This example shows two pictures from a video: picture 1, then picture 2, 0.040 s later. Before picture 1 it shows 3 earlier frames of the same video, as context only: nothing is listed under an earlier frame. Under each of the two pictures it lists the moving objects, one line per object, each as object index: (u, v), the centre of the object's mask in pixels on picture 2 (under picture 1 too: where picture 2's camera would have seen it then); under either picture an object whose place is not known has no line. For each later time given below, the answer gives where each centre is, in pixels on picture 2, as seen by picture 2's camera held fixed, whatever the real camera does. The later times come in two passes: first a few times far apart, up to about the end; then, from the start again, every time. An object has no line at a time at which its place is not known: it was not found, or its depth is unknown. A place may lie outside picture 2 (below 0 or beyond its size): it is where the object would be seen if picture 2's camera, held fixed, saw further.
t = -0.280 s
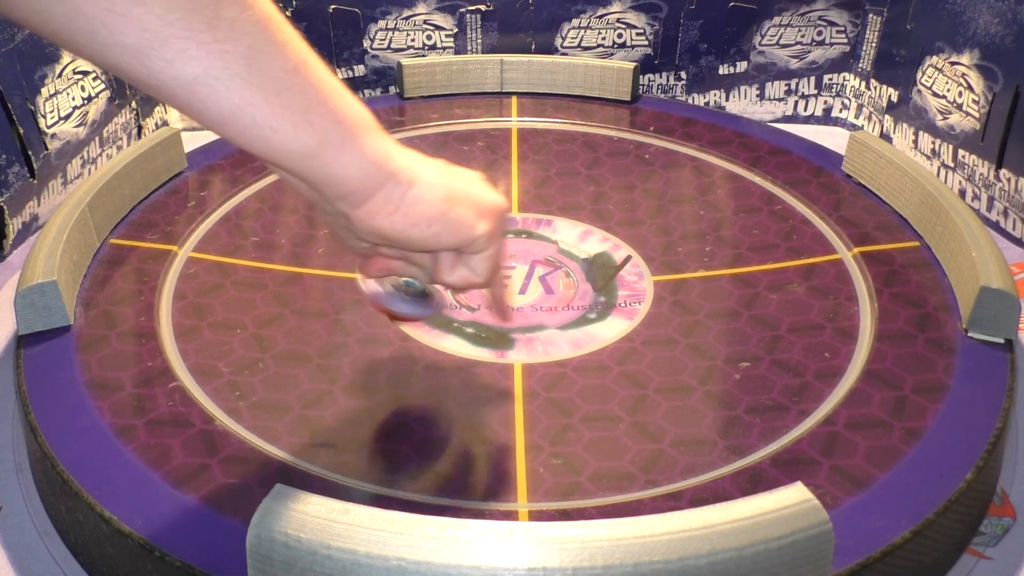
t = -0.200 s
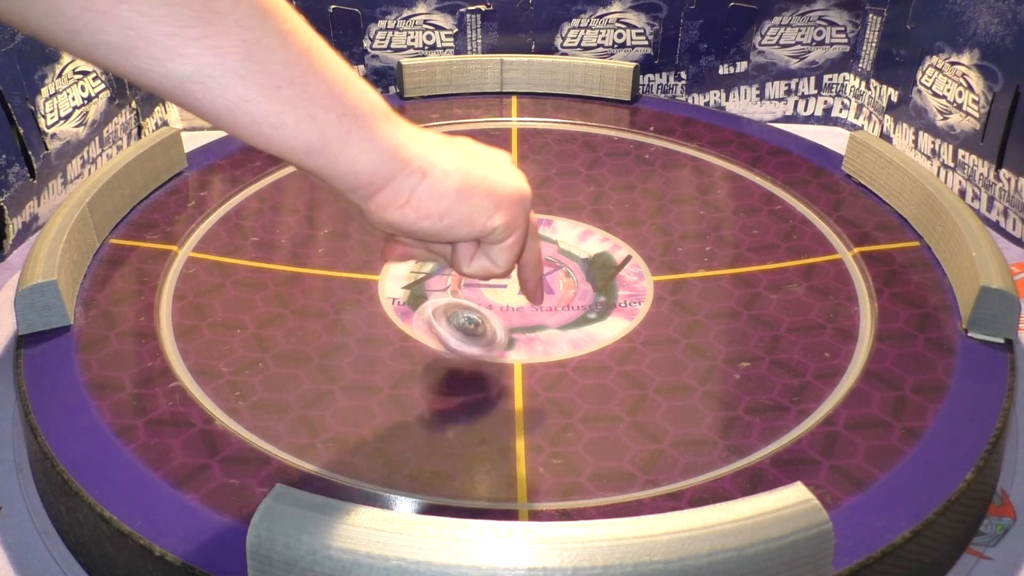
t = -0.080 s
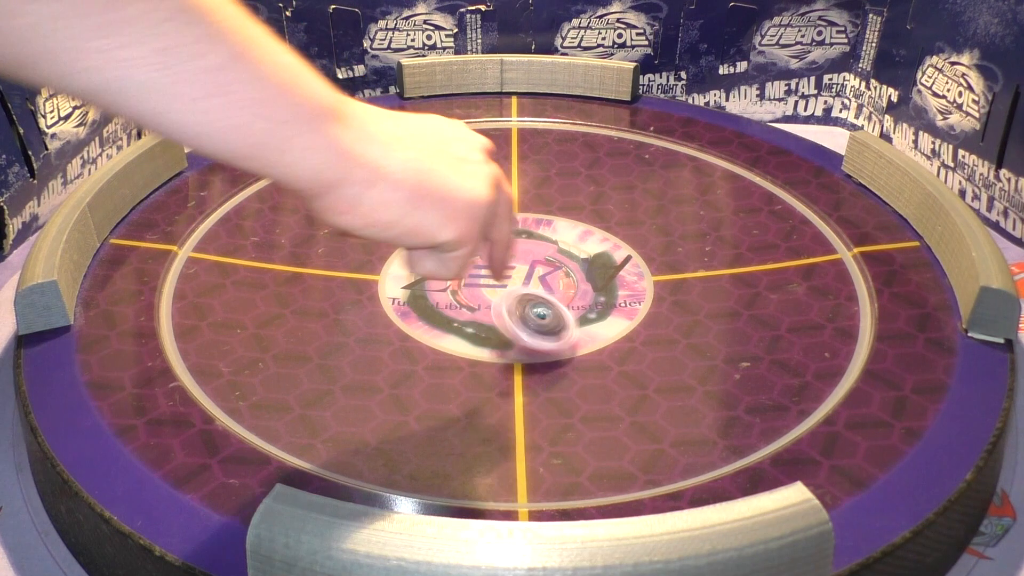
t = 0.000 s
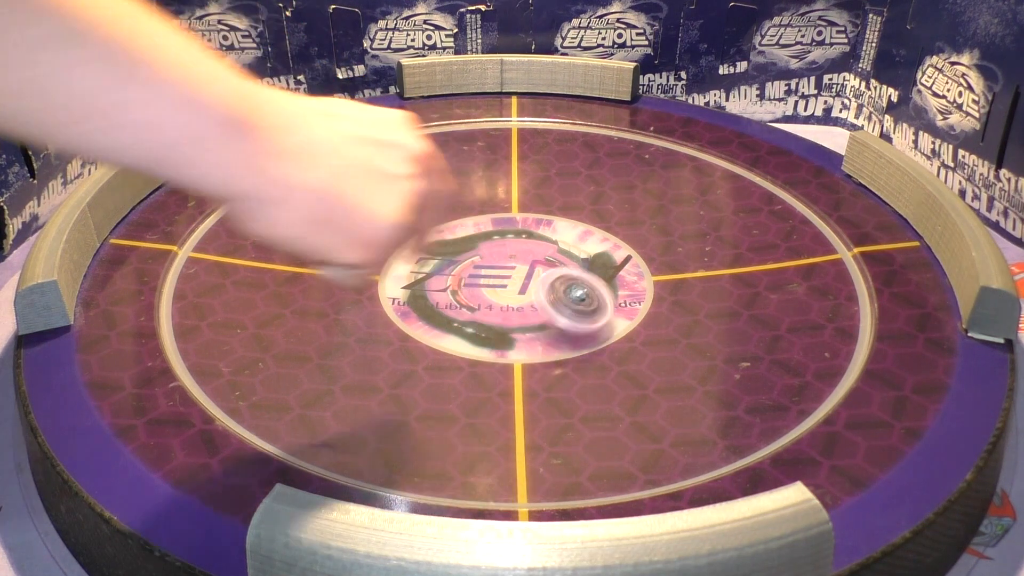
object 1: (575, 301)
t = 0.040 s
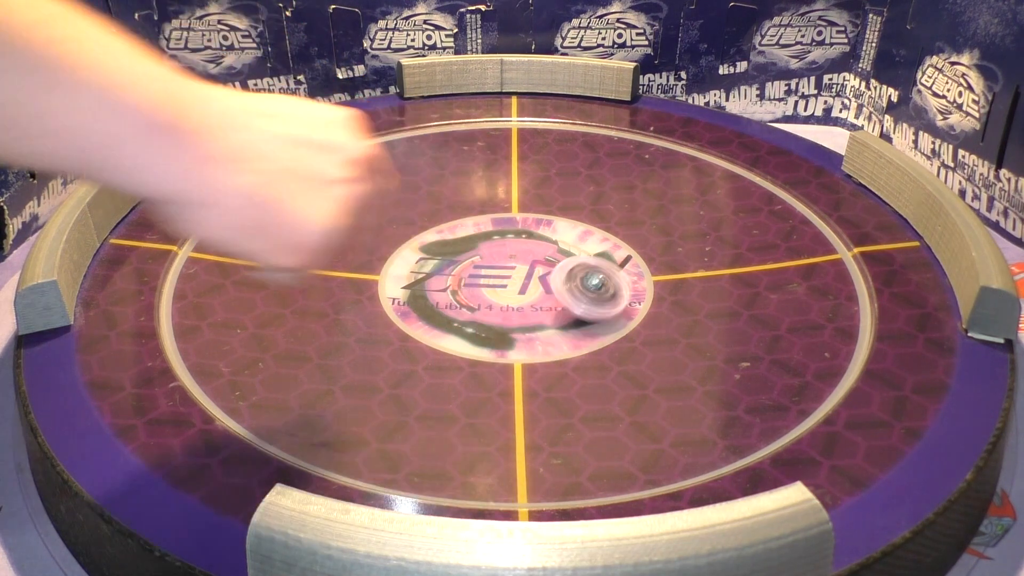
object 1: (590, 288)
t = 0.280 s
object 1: (672, 211)
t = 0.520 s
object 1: (709, 185)
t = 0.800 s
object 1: (726, 188)
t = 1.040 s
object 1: (714, 205)
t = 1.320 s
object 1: (638, 229)
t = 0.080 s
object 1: (607, 276)
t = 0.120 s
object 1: (625, 259)
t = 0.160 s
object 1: (640, 244)
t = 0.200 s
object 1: (653, 231)
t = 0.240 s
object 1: (663, 220)
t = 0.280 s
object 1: (672, 211)
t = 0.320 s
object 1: (680, 203)
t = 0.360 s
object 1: (687, 197)
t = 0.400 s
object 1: (693, 193)
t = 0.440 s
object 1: (699, 189)
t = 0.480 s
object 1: (705, 187)
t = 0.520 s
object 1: (709, 185)
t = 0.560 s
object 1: (712, 184)
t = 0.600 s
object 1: (715, 183)
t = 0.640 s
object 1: (718, 183)
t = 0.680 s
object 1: (720, 183)
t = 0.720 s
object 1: (723, 184)
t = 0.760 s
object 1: (724, 186)
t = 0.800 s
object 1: (726, 188)
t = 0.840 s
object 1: (726, 190)
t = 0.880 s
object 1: (726, 192)
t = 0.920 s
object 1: (724, 195)
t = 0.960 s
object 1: (722, 198)
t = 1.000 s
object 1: (718, 202)
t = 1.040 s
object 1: (714, 205)
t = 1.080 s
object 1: (708, 208)
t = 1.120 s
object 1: (701, 211)
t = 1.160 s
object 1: (692, 214)
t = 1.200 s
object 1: (681, 216)
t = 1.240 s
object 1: (669, 221)
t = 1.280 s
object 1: (654, 224)
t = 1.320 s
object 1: (638, 229)
